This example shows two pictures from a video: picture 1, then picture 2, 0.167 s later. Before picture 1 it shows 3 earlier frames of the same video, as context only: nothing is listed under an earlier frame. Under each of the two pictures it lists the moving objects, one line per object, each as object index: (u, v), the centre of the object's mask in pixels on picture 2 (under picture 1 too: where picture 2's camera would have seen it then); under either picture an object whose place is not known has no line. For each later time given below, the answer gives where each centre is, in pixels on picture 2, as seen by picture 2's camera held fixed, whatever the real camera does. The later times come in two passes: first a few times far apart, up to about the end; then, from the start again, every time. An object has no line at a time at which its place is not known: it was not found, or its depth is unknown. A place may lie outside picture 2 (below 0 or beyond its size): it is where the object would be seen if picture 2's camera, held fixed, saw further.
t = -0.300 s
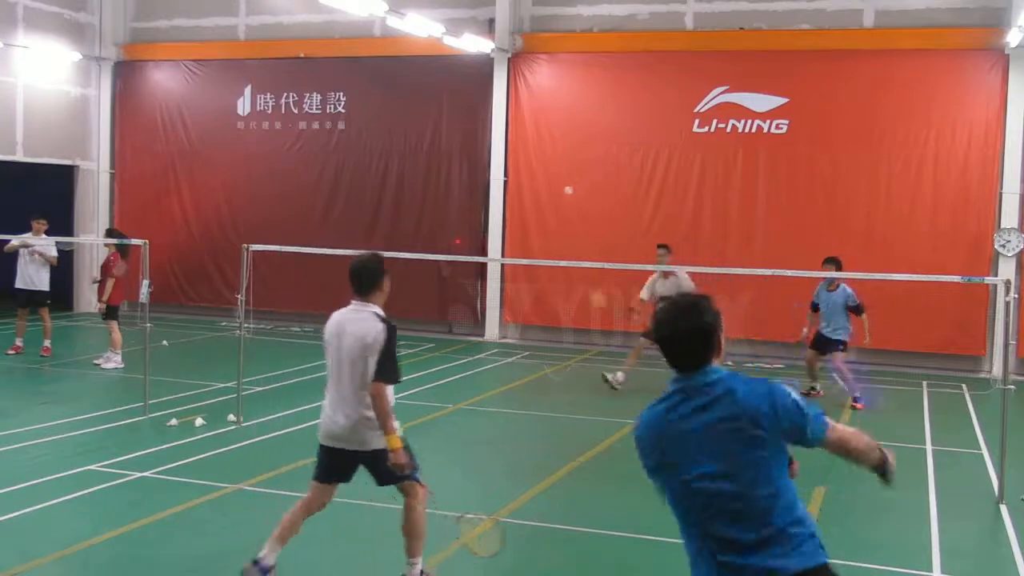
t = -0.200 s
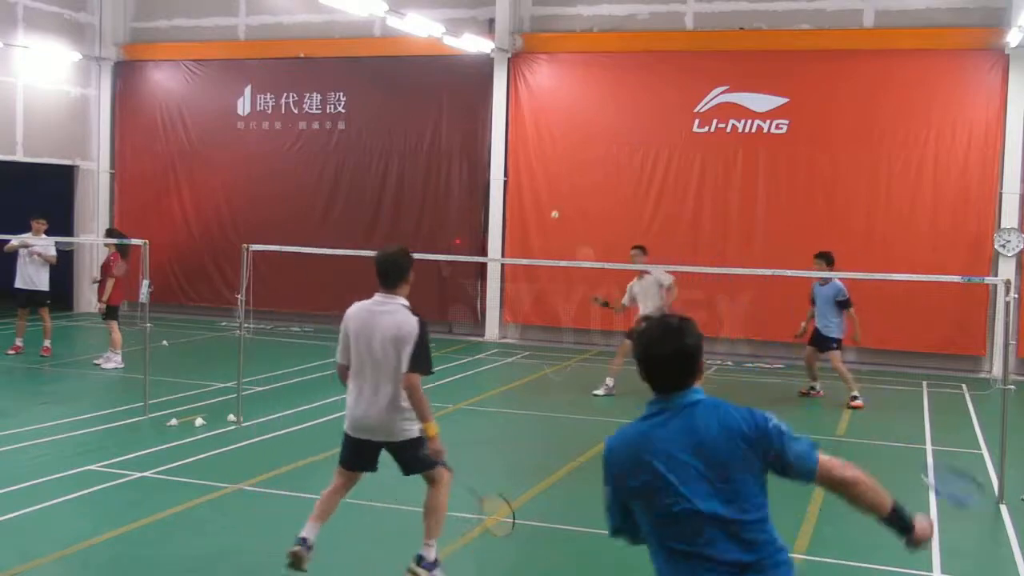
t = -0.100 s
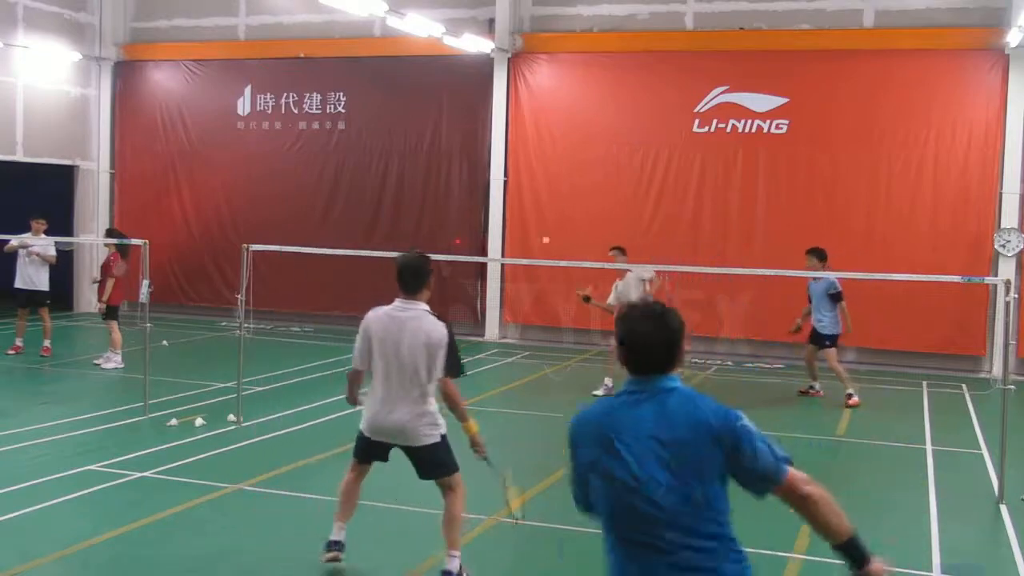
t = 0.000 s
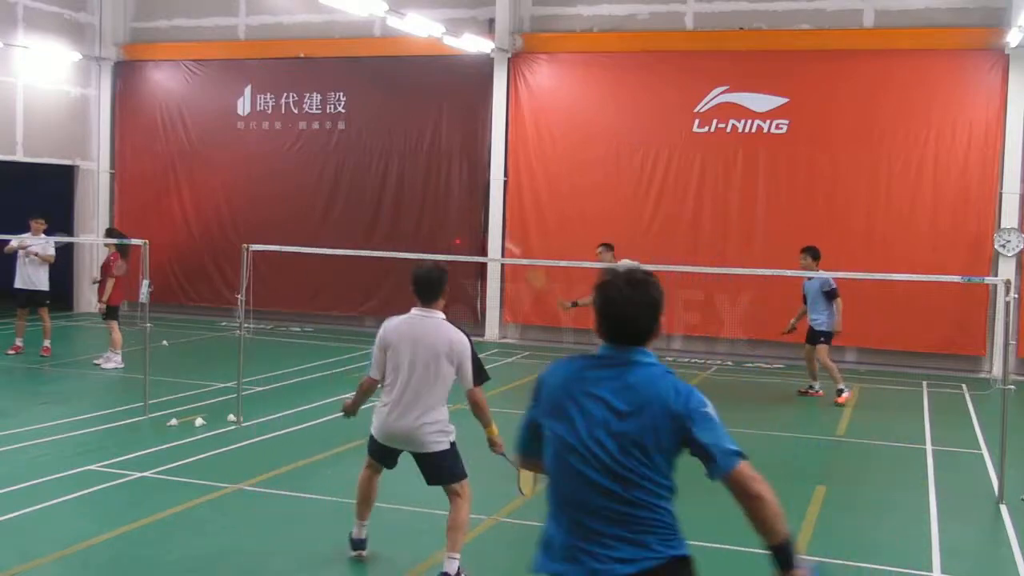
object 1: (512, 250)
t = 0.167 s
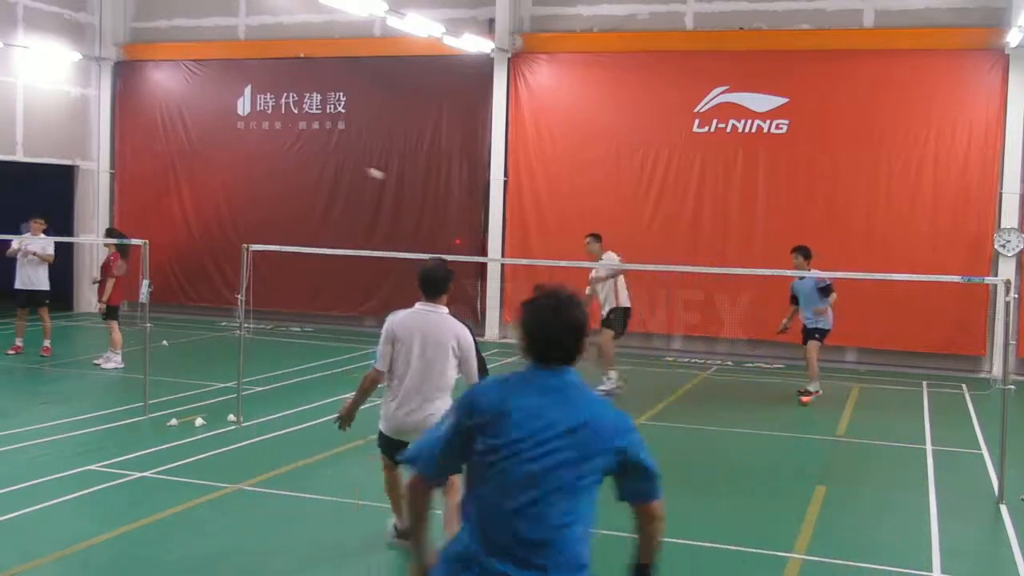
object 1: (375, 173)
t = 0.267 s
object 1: (300, 151)
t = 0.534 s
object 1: (110, 161)
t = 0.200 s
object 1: (350, 164)
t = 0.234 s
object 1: (326, 158)
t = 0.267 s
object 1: (300, 151)
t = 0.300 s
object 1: (276, 147)
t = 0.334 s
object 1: (252, 144)
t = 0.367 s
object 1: (228, 143)
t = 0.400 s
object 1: (203, 144)
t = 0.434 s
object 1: (179, 146)
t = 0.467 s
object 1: (155, 150)
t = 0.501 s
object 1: (131, 155)
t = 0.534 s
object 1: (110, 161)
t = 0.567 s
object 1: (80, 172)
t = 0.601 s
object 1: (57, 184)
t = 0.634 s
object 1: (33, 198)
